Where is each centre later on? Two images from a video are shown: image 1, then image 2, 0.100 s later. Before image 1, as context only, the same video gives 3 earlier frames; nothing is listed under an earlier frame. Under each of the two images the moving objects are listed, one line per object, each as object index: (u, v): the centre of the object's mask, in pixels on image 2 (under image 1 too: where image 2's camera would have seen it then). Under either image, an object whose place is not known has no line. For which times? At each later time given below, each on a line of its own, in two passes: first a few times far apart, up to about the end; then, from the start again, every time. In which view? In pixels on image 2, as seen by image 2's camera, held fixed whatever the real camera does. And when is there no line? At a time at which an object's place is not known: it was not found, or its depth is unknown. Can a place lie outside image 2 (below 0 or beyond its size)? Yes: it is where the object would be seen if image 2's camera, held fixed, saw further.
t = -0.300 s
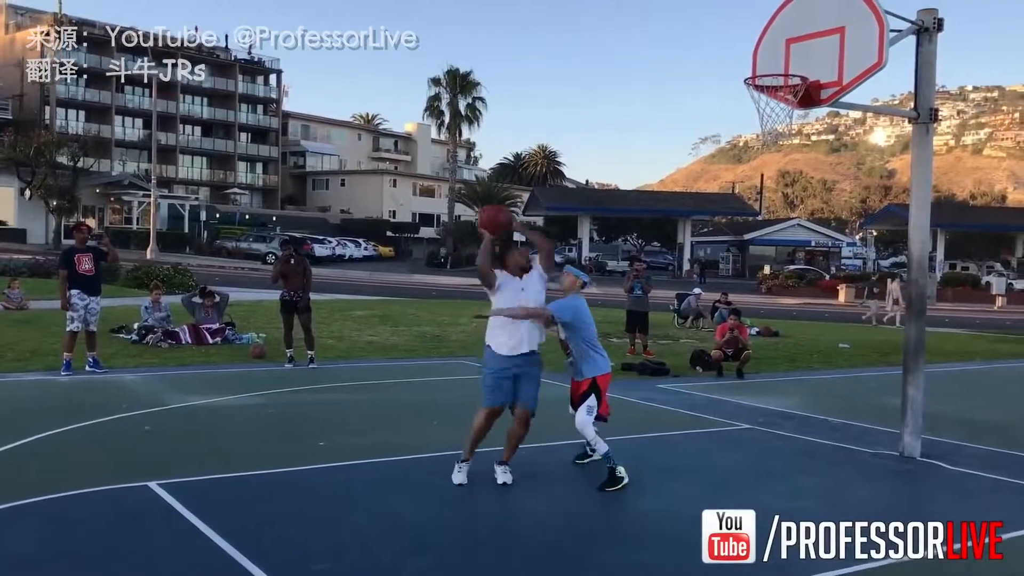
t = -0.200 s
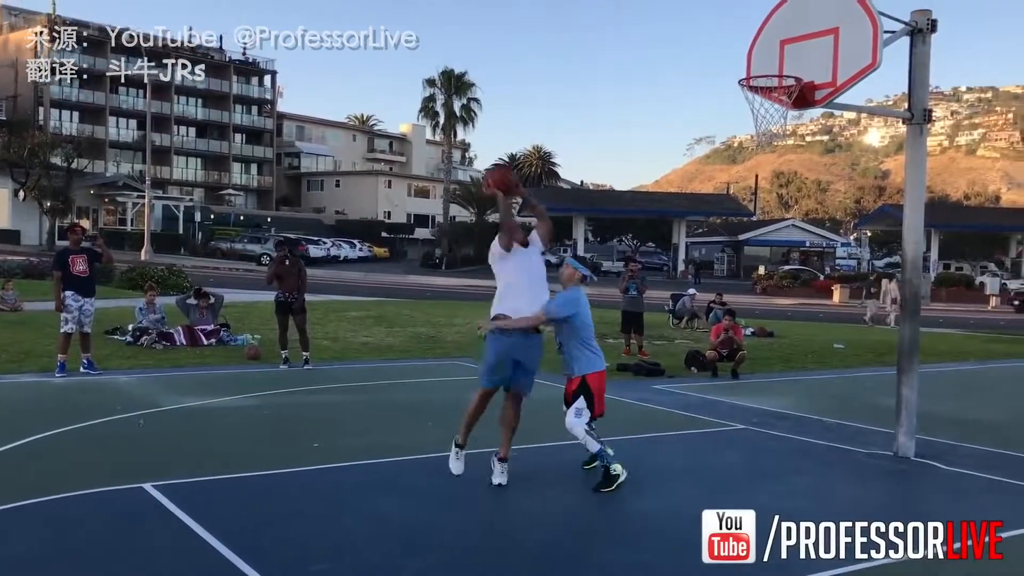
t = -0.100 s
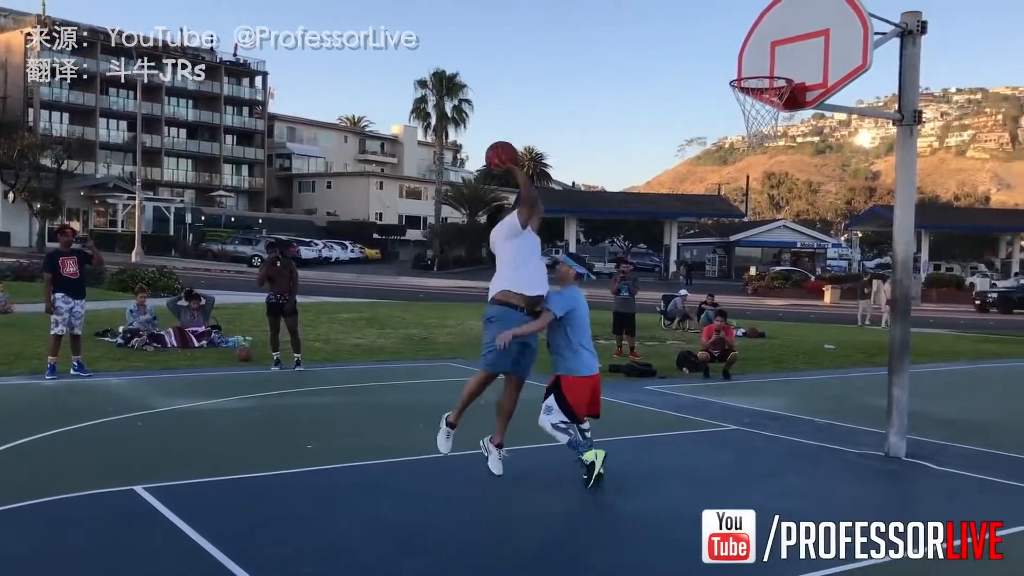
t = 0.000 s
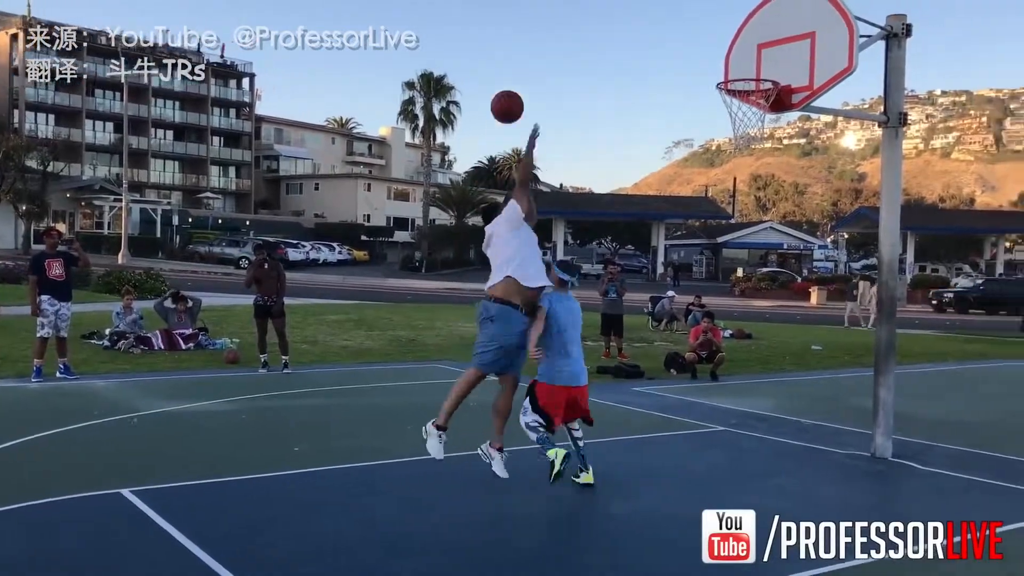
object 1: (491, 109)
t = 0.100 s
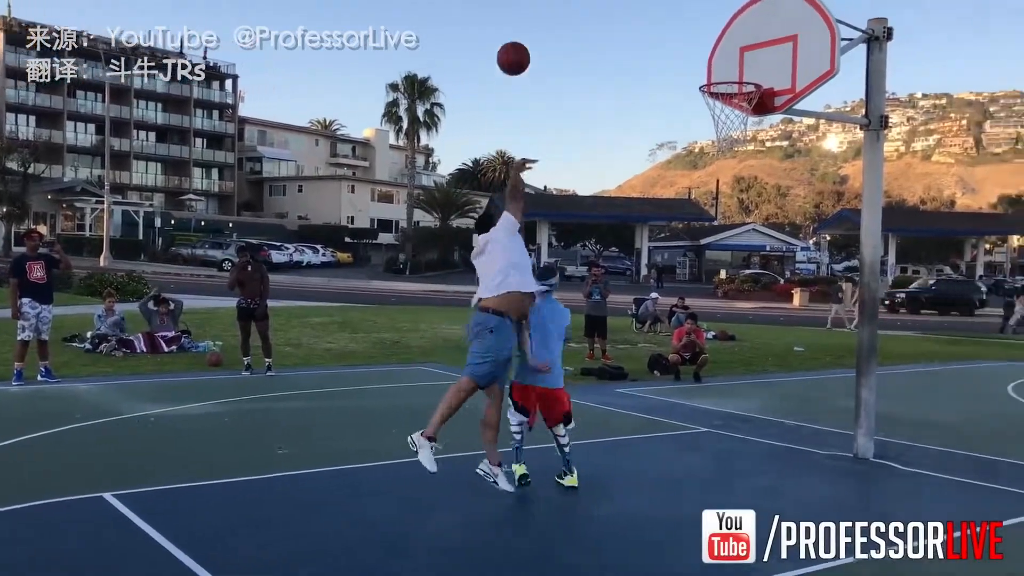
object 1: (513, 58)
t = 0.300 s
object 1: (556, 4)
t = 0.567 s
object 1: (610, 5)
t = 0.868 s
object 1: (666, 121)
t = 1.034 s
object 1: (691, 232)
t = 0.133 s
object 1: (521, 45)
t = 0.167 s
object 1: (528, 32)
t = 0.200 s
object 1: (535, 22)
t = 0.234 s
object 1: (543, 13)
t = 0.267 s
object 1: (550, 8)
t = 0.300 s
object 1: (556, 4)
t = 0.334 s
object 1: (564, 1)
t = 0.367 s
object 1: (570, -1)
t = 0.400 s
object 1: (578, -2)
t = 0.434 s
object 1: (584, -2)
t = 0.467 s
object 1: (591, -2)
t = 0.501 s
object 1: (598, -1)
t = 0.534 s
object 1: (604, 2)
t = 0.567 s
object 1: (610, 5)
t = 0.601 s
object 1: (617, 13)
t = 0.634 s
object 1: (623, 21)
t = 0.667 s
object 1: (629, 32)
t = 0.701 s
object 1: (635, 43)
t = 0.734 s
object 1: (642, 56)
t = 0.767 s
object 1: (648, 70)
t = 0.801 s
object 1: (654, 86)
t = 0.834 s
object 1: (660, 103)
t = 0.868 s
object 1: (666, 121)
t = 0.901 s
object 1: (671, 141)
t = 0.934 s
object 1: (677, 162)
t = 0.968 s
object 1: (682, 184)
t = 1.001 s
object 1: (685, 207)
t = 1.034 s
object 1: (691, 232)
